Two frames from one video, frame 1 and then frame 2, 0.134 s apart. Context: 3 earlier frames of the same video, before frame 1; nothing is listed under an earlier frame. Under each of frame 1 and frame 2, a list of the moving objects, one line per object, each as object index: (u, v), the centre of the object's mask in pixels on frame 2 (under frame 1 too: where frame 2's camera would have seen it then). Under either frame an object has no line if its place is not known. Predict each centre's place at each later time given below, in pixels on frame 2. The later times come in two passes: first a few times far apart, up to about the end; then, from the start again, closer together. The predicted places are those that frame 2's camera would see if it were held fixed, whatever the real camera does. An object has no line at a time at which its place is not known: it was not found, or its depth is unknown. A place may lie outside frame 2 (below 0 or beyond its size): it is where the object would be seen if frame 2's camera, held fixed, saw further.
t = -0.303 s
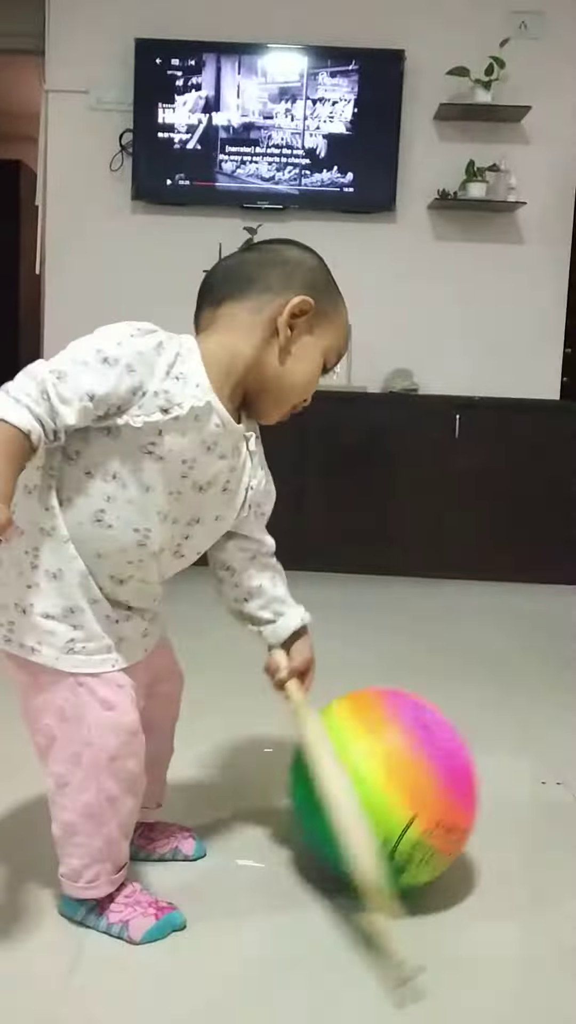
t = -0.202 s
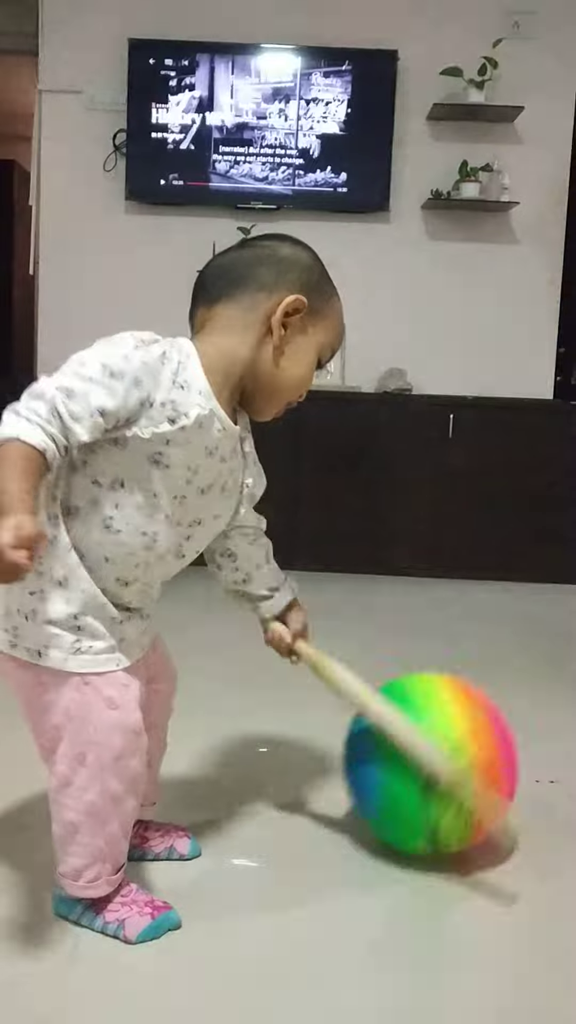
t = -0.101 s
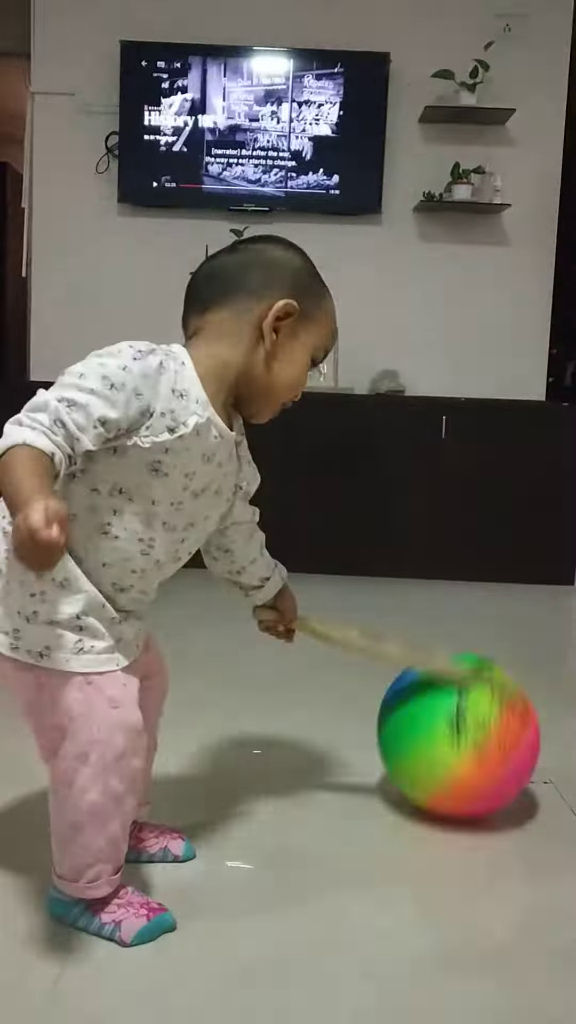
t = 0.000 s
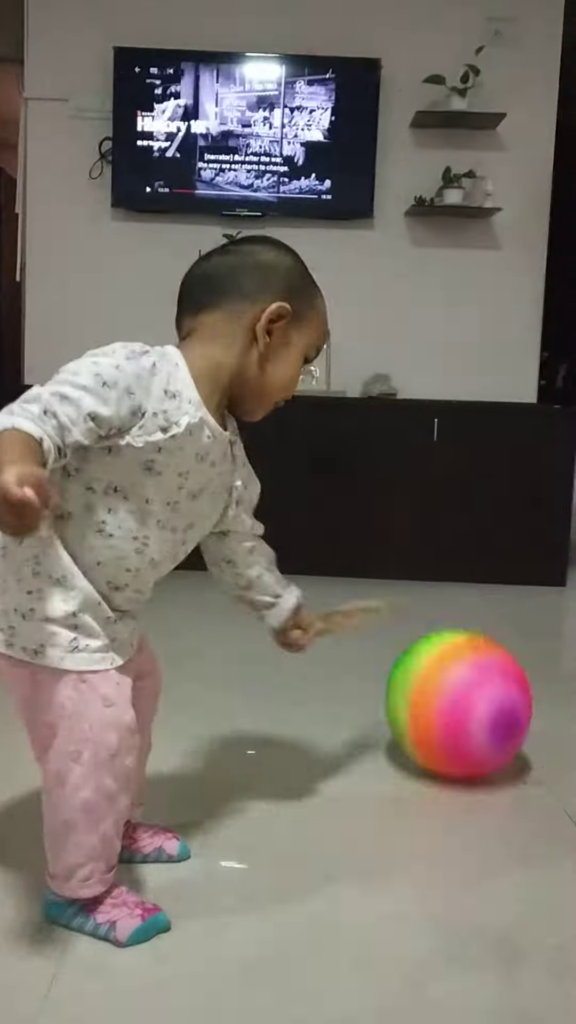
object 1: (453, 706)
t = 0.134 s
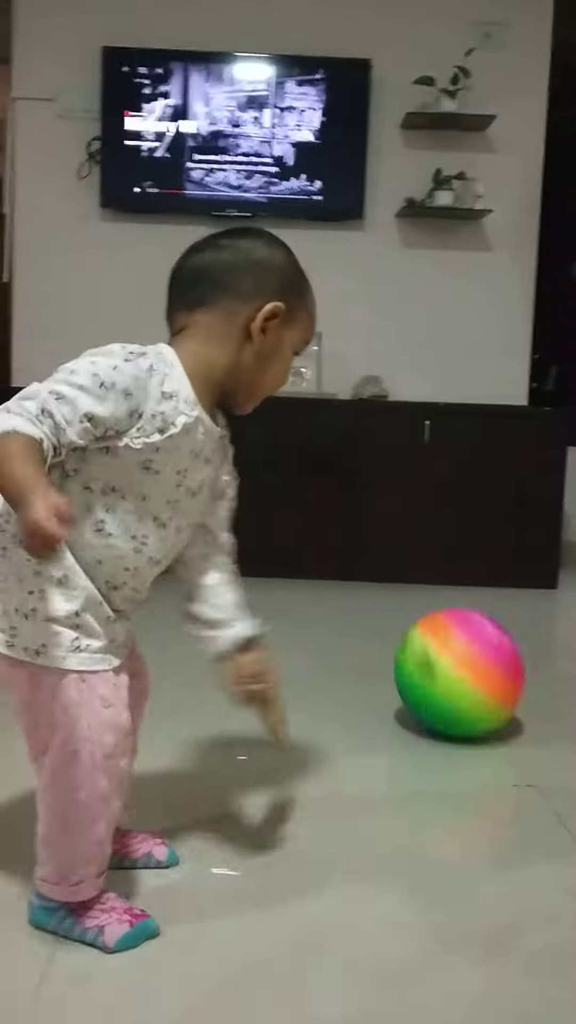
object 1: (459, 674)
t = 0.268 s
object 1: (468, 648)
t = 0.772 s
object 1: (488, 584)
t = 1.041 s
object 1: (497, 562)
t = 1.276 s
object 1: (532, 566)
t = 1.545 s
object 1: (574, 582)
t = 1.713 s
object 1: (603, 588)
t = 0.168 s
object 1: (461, 666)
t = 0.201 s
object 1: (464, 659)
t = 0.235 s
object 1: (466, 653)
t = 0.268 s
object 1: (468, 648)
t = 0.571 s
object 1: (481, 604)
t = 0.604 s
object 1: (483, 601)
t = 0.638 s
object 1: (484, 597)
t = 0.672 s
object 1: (485, 594)
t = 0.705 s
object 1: (486, 590)
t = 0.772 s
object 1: (488, 584)
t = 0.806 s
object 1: (489, 582)
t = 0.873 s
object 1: (491, 576)
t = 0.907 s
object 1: (493, 571)
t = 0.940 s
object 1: (494, 569)
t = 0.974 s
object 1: (495, 566)
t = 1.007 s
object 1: (496, 564)
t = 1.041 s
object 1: (497, 562)
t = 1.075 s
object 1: (498, 559)
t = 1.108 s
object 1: (503, 557)
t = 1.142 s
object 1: (509, 559)
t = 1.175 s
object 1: (515, 563)
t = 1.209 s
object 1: (521, 566)
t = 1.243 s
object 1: (526, 565)
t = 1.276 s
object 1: (532, 566)
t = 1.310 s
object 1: (537, 571)
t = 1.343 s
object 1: (542, 571)
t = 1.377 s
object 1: (547, 571)
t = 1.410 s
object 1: (552, 574)
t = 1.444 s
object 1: (557, 577)
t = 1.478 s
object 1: (563, 576)
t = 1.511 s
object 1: (568, 578)
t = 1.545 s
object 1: (574, 582)
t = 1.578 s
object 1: (579, 581)
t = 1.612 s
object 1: (585, 583)
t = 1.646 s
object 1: (591, 587)
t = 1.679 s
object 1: (597, 586)
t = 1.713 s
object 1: (603, 588)
